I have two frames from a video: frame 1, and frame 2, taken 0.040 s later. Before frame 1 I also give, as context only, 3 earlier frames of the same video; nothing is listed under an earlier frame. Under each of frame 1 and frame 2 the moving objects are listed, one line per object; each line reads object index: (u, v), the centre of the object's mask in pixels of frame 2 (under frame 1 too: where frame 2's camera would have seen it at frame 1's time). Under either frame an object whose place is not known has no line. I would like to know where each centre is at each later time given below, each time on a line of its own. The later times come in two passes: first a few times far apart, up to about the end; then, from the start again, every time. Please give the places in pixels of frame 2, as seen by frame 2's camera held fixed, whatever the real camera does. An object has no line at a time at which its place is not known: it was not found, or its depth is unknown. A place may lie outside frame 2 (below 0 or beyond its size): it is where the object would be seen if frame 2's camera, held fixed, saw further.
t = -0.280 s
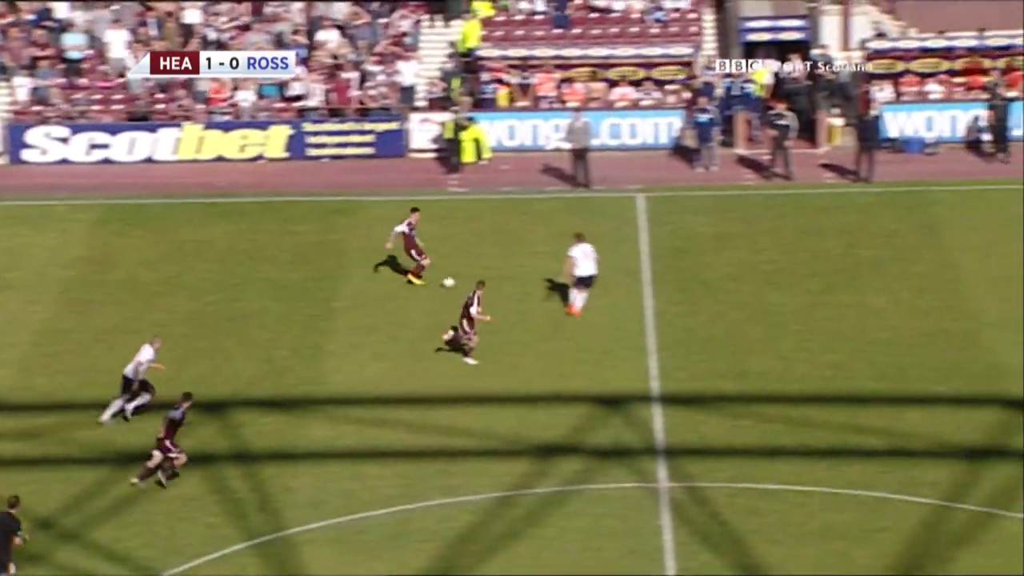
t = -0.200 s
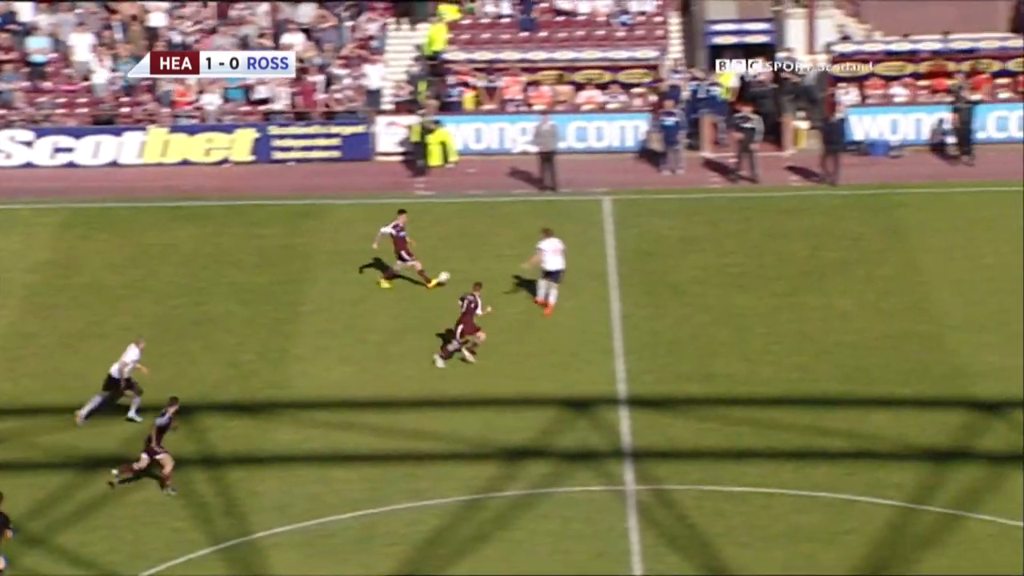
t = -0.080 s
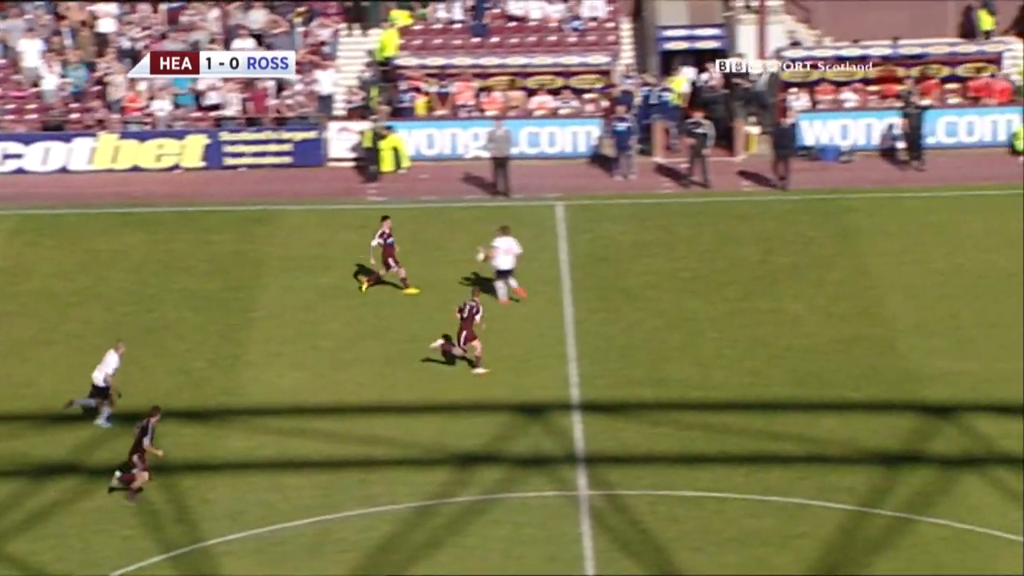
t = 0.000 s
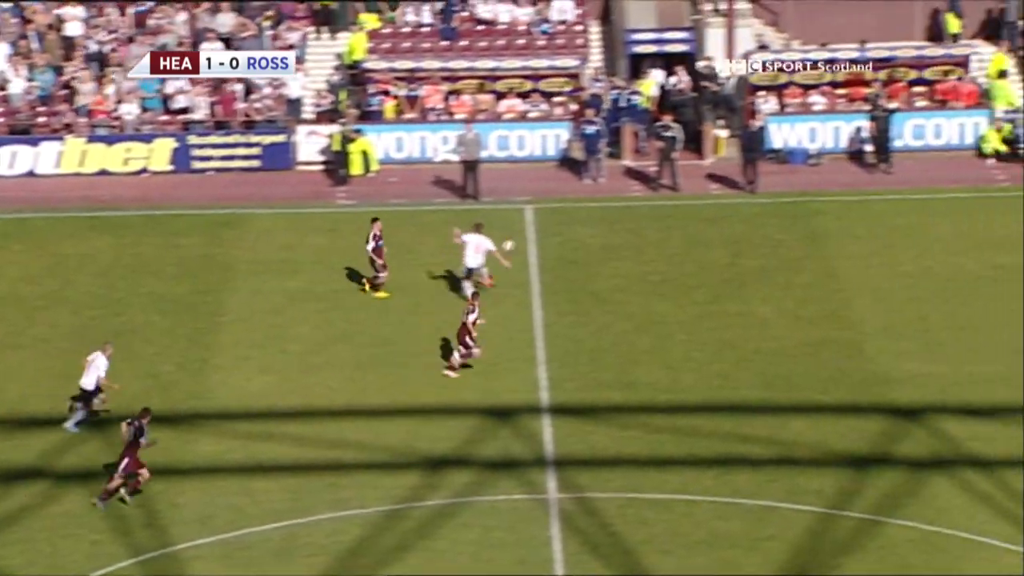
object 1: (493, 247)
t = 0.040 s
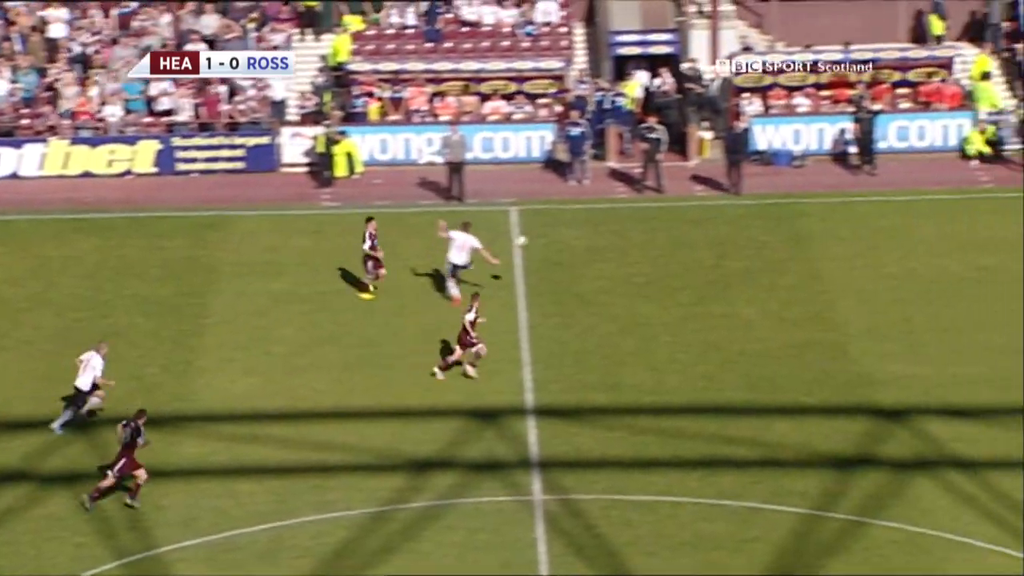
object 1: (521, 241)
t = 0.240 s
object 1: (657, 221)
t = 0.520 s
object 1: (842, 219)
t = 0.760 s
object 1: (997, 246)
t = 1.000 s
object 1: (1151, 301)
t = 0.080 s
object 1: (549, 236)
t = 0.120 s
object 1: (576, 231)
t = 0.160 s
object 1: (603, 227)
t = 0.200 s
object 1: (630, 224)
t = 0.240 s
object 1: (657, 221)
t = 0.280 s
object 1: (685, 218)
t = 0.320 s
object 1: (711, 217)
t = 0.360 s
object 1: (737, 216)
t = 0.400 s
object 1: (764, 216)
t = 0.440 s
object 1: (790, 217)
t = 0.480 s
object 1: (816, 218)
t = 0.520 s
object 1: (842, 219)
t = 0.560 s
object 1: (868, 222)
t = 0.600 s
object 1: (894, 226)
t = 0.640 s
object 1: (919, 230)
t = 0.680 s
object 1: (945, 235)
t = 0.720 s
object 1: (971, 240)
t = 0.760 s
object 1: (997, 246)
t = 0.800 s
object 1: (1022, 253)
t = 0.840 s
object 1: (1048, 261)
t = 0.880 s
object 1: (1074, 270)
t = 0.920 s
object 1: (1099, 279)
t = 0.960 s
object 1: (1125, 289)
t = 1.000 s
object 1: (1151, 301)
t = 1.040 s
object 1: (1176, 313)
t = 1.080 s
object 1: (1197, 320)
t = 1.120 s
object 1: (1211, 310)
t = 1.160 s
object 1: (1223, 302)
